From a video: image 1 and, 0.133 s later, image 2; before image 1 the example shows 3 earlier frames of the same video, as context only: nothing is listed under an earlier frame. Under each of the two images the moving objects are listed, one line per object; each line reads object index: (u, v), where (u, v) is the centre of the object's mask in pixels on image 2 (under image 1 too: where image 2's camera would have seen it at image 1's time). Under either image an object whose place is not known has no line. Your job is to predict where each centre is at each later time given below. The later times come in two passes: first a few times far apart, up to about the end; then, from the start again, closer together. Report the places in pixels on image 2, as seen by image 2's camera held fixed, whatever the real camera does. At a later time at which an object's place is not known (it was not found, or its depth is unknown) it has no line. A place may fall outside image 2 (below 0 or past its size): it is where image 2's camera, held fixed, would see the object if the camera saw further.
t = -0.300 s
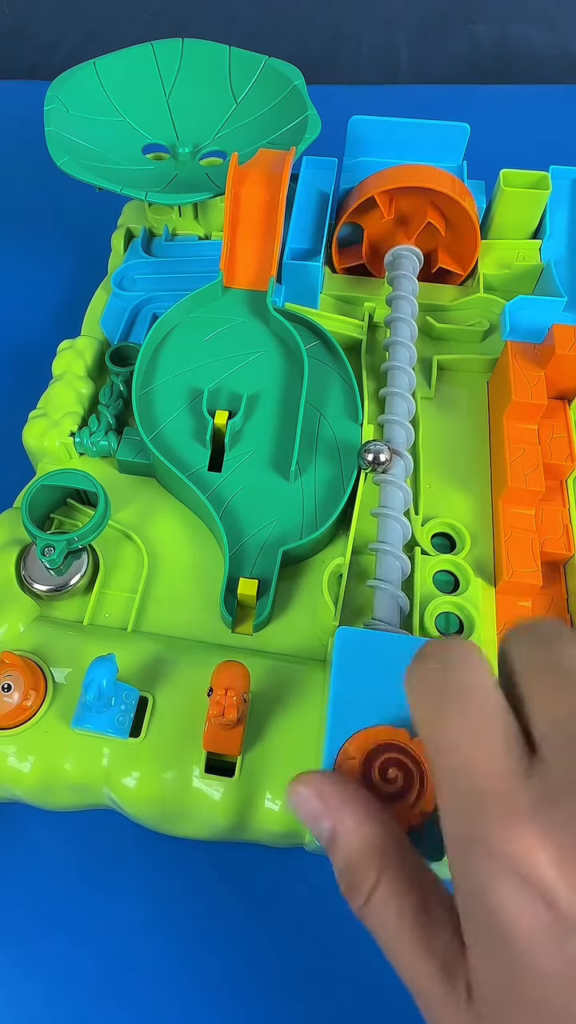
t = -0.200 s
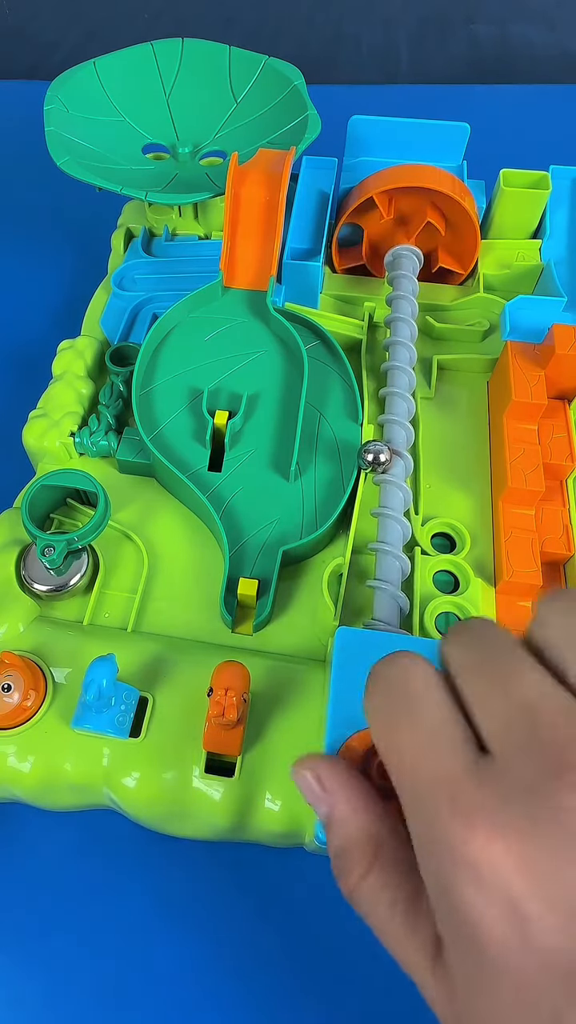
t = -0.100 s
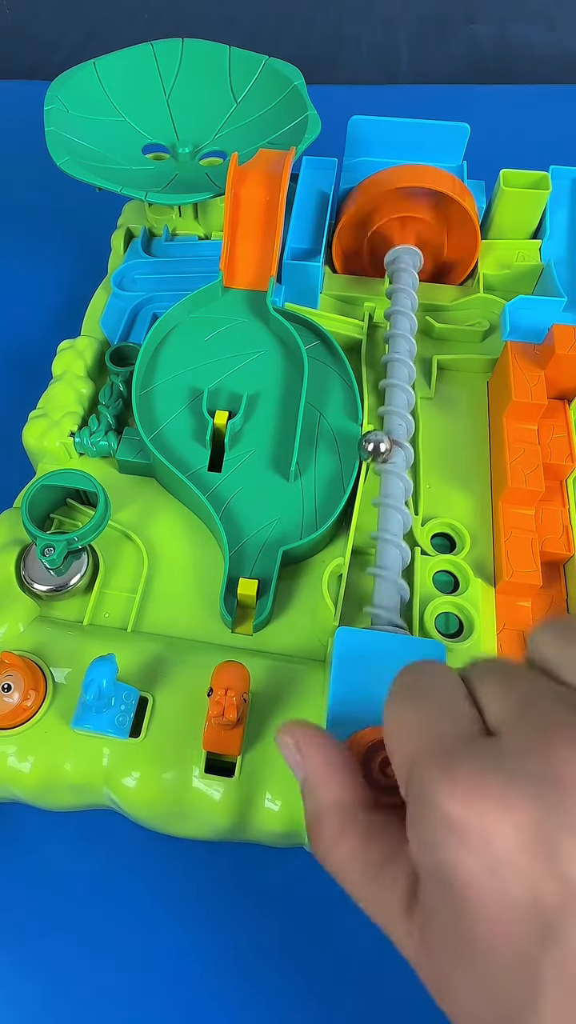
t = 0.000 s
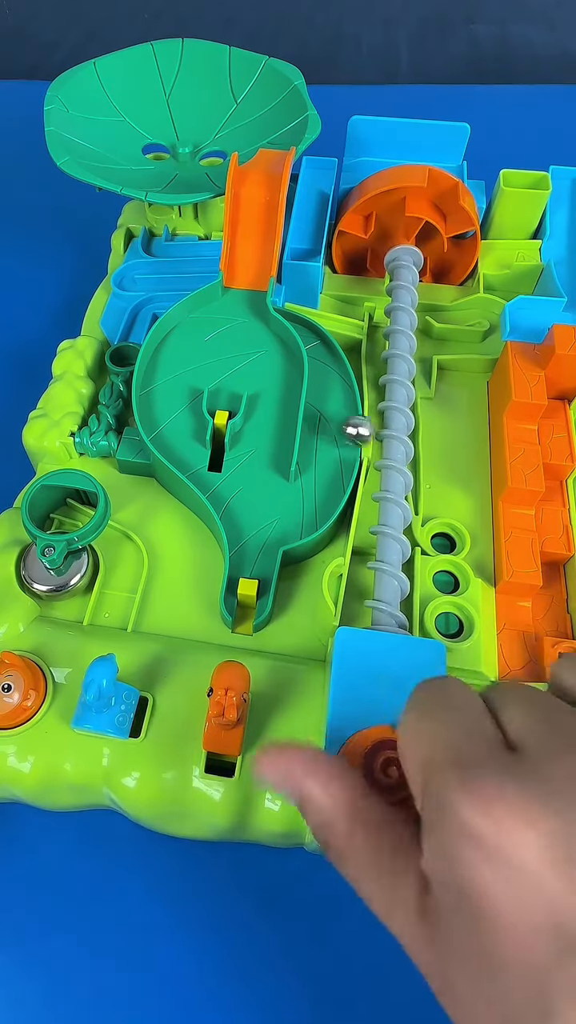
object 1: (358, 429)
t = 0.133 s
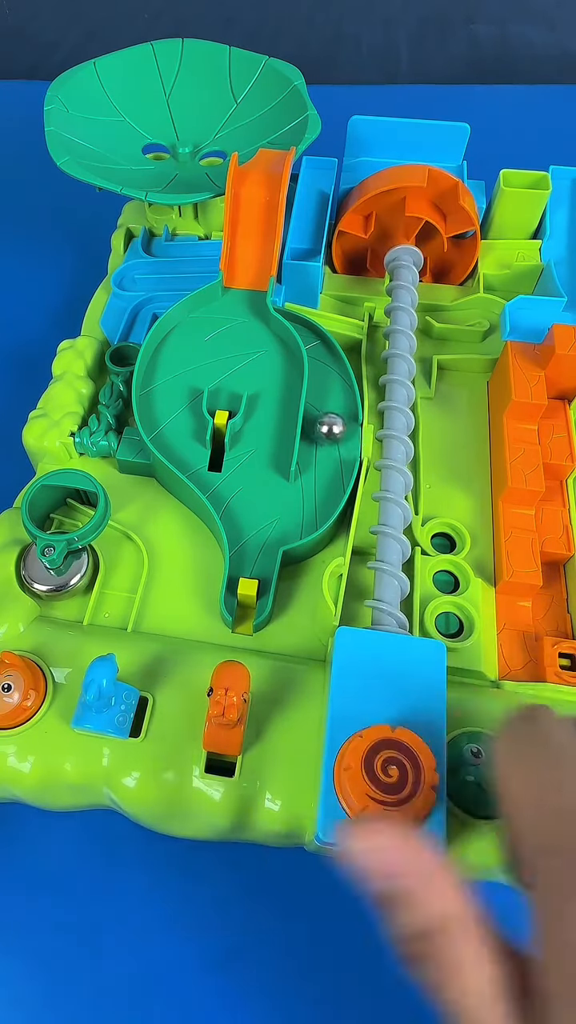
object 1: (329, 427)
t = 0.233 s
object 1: (331, 442)
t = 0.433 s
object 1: (246, 532)
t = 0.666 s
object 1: (253, 551)
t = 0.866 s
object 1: (253, 561)
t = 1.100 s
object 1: (254, 561)
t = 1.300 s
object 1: (248, 559)
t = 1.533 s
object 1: (254, 561)
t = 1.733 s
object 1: (251, 560)
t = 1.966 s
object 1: (254, 561)
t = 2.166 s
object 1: (254, 561)
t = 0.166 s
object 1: (332, 431)
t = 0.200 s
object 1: (332, 436)
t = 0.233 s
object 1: (331, 442)
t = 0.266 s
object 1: (324, 463)
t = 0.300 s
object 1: (317, 478)
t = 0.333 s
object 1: (306, 495)
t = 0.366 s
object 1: (291, 516)
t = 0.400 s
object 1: (271, 528)
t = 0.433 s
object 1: (246, 532)
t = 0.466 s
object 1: (253, 528)
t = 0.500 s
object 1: (261, 526)
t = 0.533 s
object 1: (267, 530)
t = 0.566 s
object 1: (270, 533)
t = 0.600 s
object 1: (263, 536)
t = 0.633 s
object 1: (258, 542)
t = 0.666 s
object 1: (253, 551)
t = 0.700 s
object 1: (248, 559)
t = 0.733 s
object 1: (246, 559)
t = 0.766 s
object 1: (247, 560)
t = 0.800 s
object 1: (249, 560)
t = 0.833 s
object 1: (251, 561)
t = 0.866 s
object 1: (253, 561)
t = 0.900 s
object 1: (255, 561)
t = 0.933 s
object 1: (258, 562)
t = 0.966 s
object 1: (258, 562)
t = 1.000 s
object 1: (257, 562)
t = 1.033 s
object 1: (257, 562)
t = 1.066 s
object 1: (256, 562)
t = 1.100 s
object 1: (254, 561)
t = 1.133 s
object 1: (252, 561)
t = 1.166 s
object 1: (251, 560)
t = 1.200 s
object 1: (250, 560)
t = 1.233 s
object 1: (249, 560)
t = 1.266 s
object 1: (248, 560)
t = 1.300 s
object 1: (248, 559)
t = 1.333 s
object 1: (248, 560)
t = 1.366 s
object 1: (249, 560)
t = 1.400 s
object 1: (250, 560)
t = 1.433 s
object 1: (250, 561)
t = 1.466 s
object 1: (251, 560)
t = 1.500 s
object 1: (253, 561)
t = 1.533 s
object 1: (254, 561)
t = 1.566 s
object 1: (255, 561)
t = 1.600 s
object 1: (255, 561)
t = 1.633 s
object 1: (254, 561)
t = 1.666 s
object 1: (253, 561)
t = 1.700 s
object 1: (252, 561)
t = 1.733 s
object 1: (251, 560)
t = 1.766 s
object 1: (251, 560)
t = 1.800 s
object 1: (251, 560)
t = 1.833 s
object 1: (252, 560)
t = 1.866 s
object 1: (254, 561)
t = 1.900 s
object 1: (254, 561)
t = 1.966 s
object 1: (254, 561)
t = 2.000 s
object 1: (252, 560)
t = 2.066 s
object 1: (252, 560)
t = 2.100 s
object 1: (253, 561)
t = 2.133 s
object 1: (254, 561)
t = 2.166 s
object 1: (254, 561)
